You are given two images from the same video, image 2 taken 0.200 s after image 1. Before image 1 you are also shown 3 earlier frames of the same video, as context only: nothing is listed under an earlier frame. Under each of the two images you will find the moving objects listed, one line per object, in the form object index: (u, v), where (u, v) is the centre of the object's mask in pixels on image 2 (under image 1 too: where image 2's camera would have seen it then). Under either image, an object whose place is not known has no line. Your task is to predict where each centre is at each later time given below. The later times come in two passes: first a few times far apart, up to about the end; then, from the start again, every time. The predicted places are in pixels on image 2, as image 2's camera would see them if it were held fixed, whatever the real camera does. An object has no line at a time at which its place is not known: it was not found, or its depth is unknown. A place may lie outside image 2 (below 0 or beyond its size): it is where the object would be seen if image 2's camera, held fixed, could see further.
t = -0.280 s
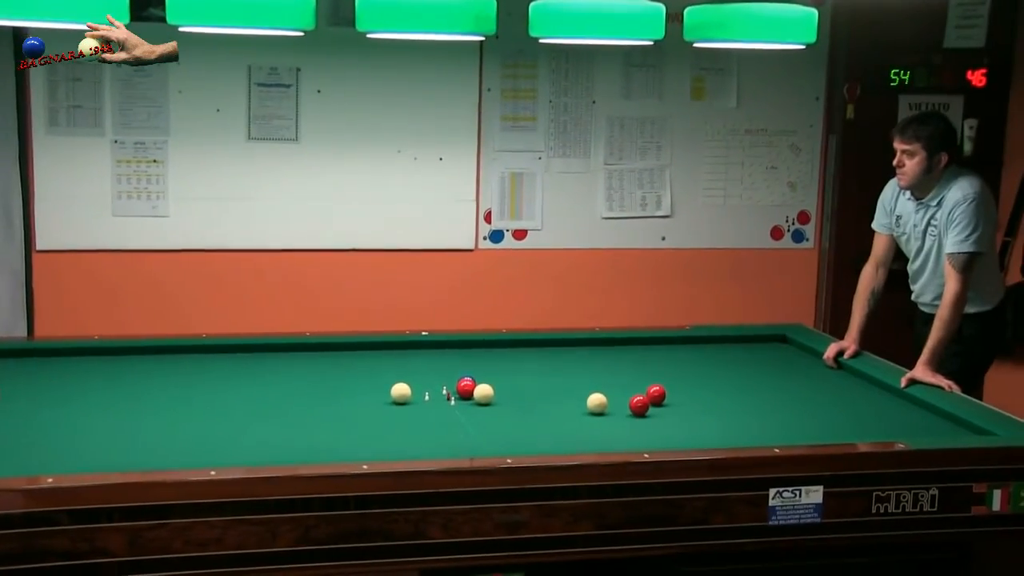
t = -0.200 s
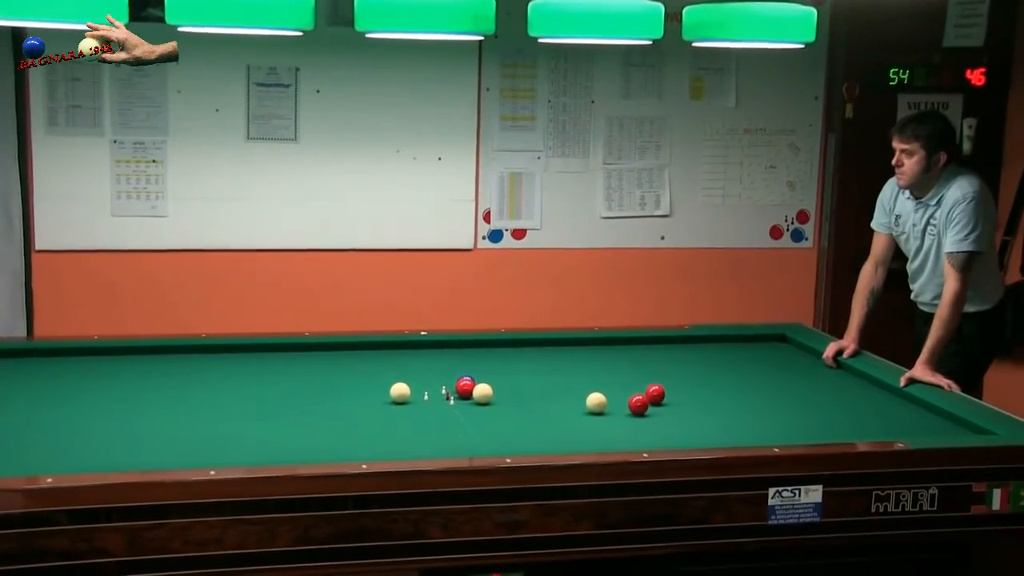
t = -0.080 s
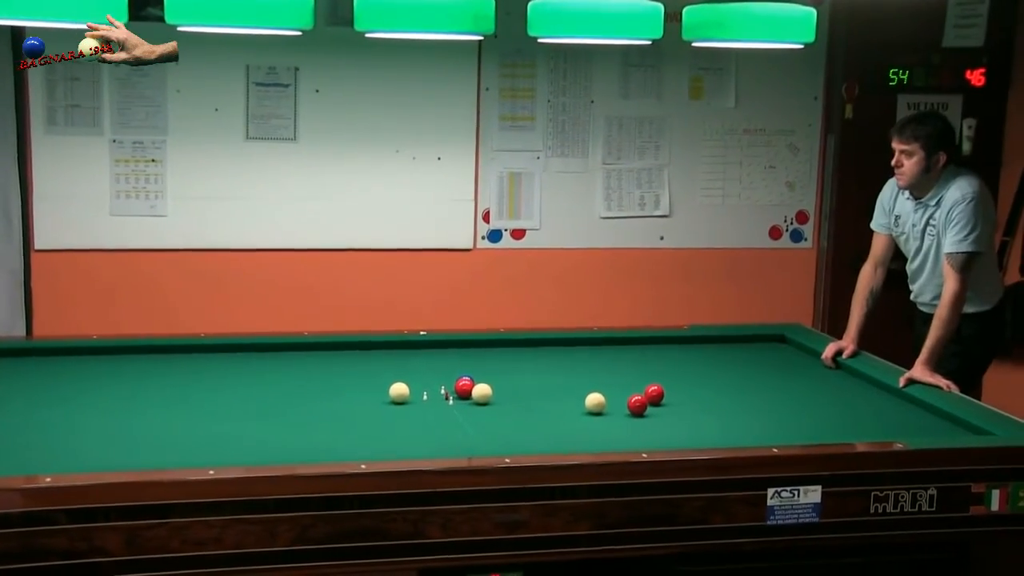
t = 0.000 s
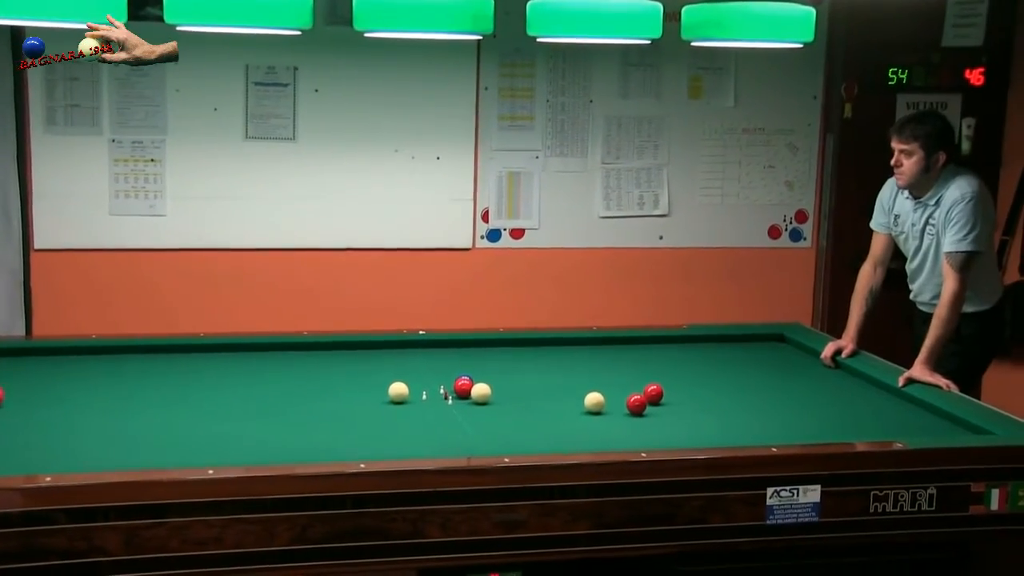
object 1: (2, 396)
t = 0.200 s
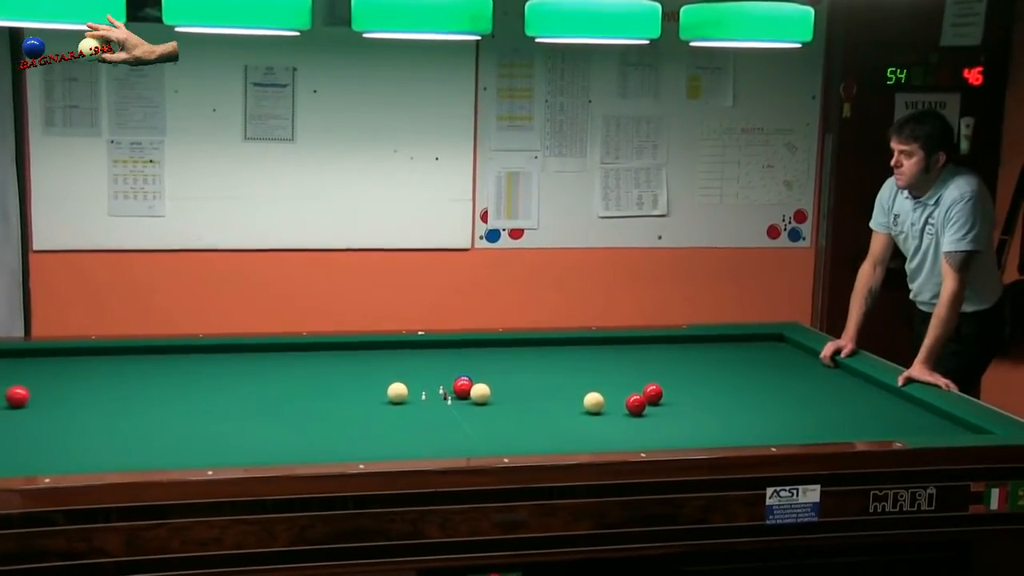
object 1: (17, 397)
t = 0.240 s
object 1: (22, 397)
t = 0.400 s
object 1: (43, 396)
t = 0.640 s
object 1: (72, 396)
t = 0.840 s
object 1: (95, 396)
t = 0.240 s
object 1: (22, 397)
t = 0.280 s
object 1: (28, 397)
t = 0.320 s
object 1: (33, 397)
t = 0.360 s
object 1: (38, 396)
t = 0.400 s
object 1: (43, 396)
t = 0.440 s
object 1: (48, 396)
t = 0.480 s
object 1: (53, 396)
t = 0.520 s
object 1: (58, 396)
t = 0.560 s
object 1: (63, 396)
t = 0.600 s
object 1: (68, 396)
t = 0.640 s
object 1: (72, 396)
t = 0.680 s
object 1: (77, 396)
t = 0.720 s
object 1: (82, 396)
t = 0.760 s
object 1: (87, 396)
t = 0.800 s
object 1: (92, 396)
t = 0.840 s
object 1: (95, 396)
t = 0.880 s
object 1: (101, 395)
